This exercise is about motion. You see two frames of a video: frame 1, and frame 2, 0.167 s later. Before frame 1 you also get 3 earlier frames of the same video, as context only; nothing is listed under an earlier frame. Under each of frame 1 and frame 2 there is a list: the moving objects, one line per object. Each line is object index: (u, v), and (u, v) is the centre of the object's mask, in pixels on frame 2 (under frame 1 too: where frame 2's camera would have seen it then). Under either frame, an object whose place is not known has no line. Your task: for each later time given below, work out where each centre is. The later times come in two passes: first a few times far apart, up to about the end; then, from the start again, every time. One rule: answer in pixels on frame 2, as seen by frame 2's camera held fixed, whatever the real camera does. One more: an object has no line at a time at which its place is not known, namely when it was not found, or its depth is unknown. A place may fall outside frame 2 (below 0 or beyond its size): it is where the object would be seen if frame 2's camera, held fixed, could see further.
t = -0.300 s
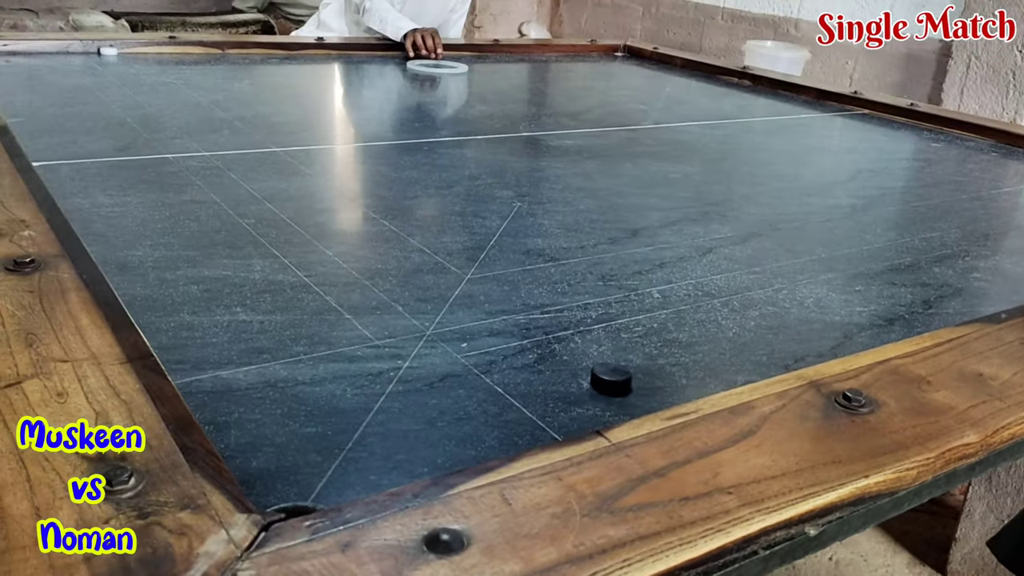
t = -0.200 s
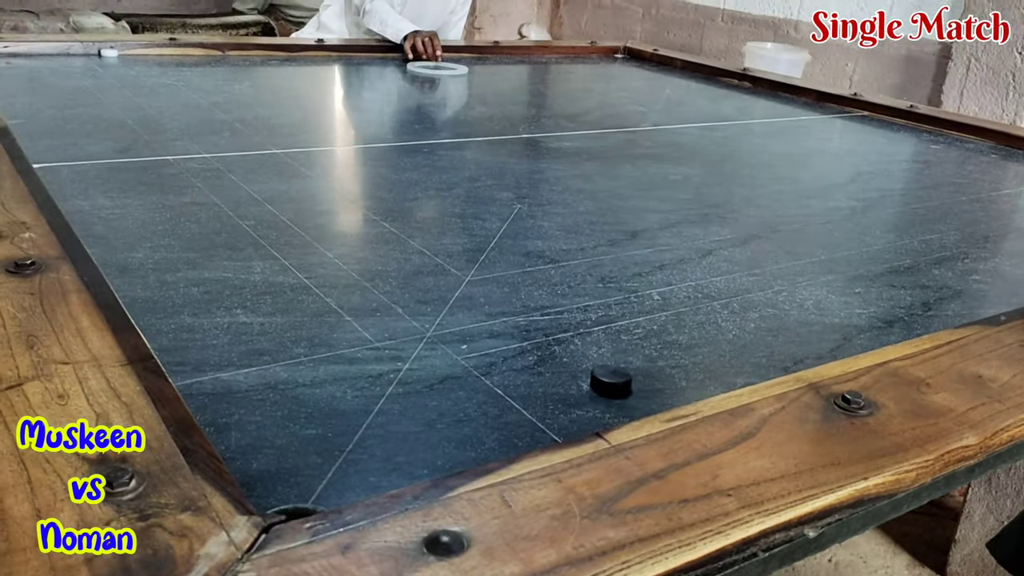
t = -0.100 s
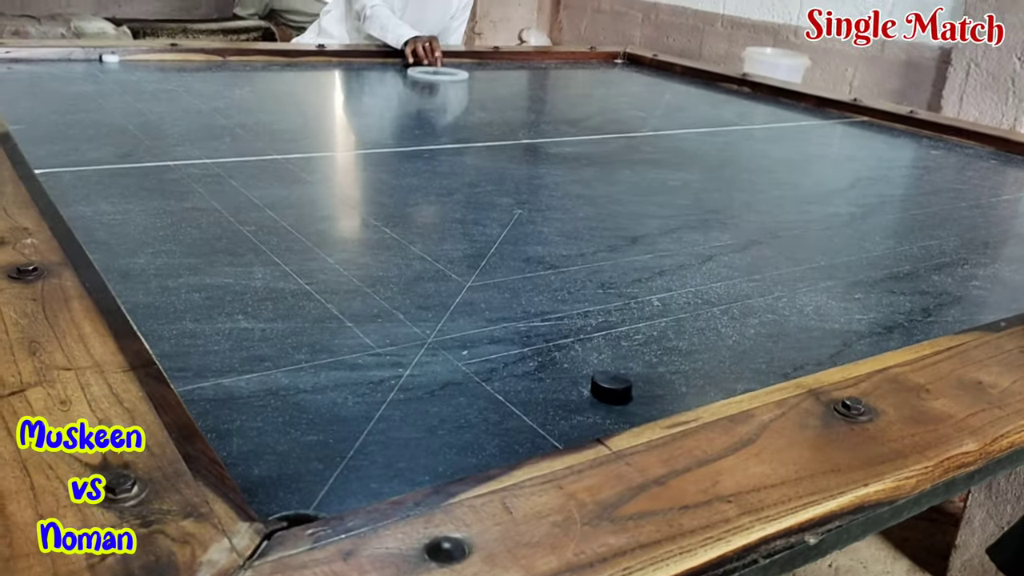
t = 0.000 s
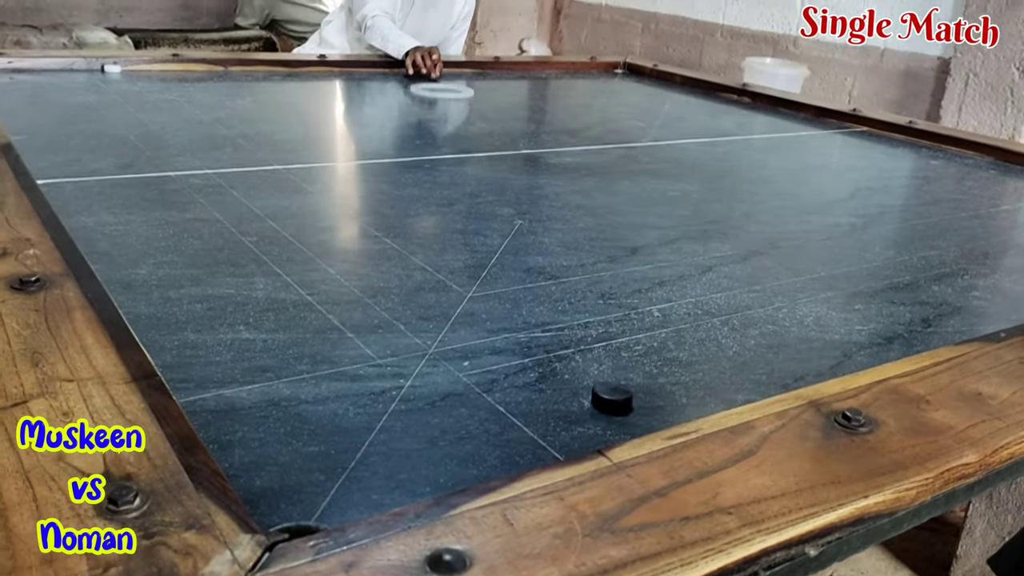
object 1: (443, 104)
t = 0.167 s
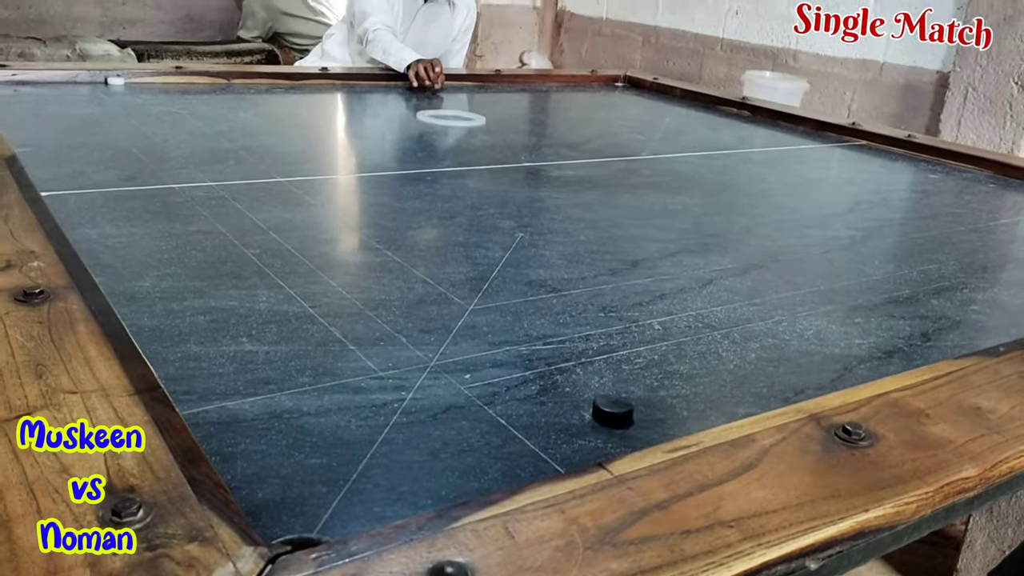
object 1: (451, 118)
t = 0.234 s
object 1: (455, 127)
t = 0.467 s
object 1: (469, 155)
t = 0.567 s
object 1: (476, 167)
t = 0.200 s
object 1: (453, 121)
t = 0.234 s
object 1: (455, 127)
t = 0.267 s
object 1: (456, 129)
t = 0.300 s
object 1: (458, 132)
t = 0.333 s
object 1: (460, 138)
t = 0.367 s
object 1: (462, 141)
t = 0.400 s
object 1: (464, 145)
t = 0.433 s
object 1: (466, 149)
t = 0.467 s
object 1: (469, 155)
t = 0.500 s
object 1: (472, 159)
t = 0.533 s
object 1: (474, 163)
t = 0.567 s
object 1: (476, 167)
